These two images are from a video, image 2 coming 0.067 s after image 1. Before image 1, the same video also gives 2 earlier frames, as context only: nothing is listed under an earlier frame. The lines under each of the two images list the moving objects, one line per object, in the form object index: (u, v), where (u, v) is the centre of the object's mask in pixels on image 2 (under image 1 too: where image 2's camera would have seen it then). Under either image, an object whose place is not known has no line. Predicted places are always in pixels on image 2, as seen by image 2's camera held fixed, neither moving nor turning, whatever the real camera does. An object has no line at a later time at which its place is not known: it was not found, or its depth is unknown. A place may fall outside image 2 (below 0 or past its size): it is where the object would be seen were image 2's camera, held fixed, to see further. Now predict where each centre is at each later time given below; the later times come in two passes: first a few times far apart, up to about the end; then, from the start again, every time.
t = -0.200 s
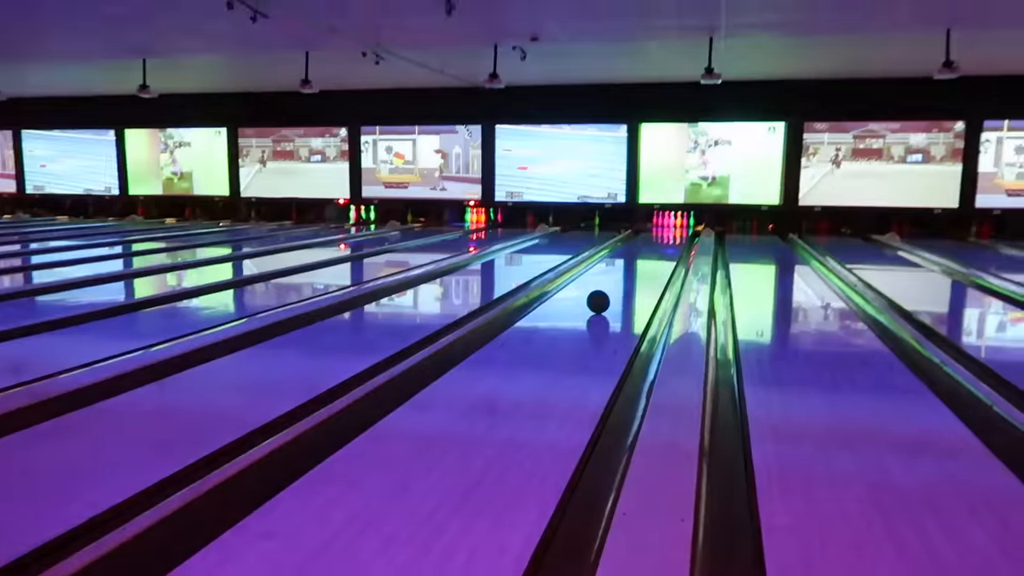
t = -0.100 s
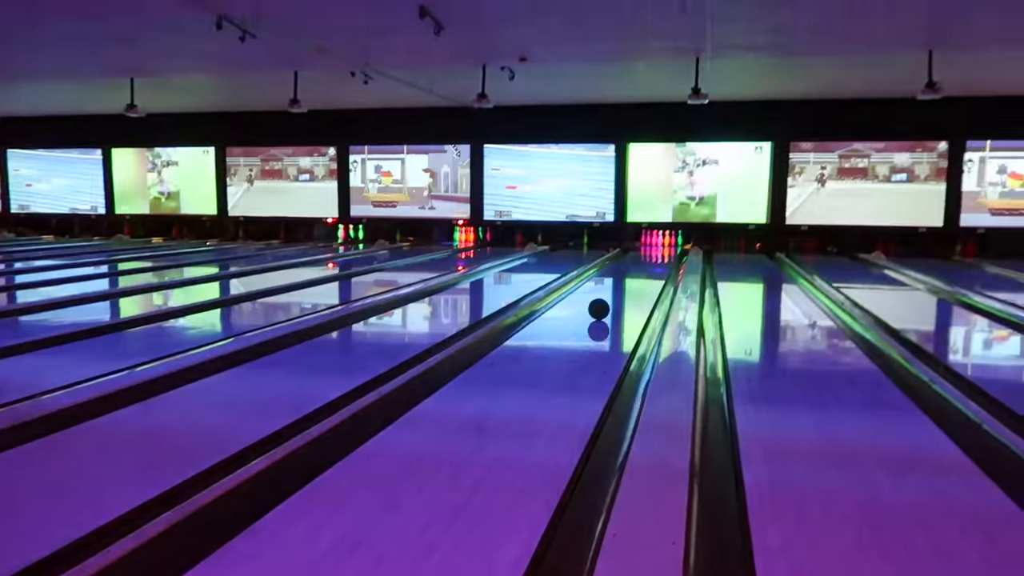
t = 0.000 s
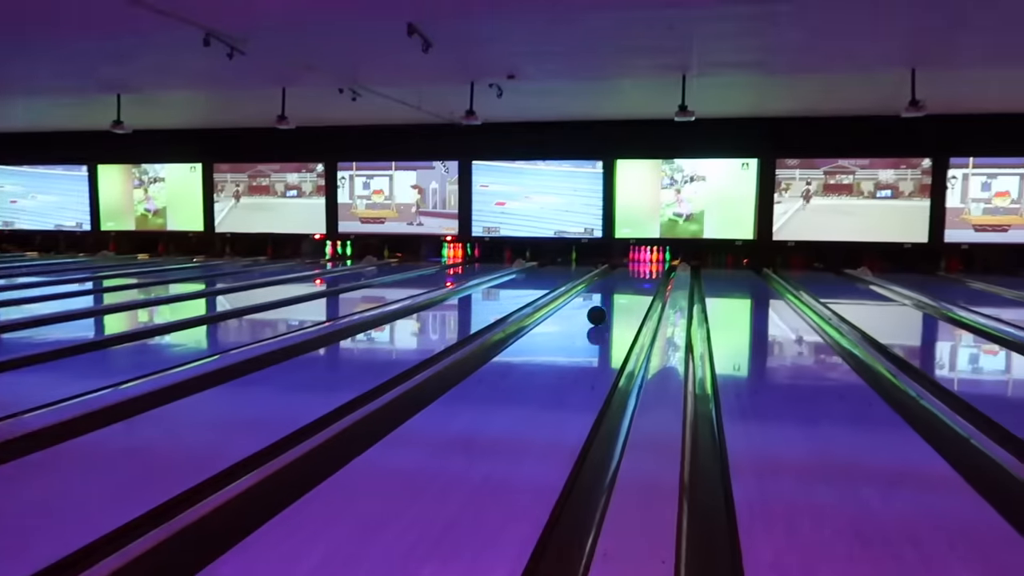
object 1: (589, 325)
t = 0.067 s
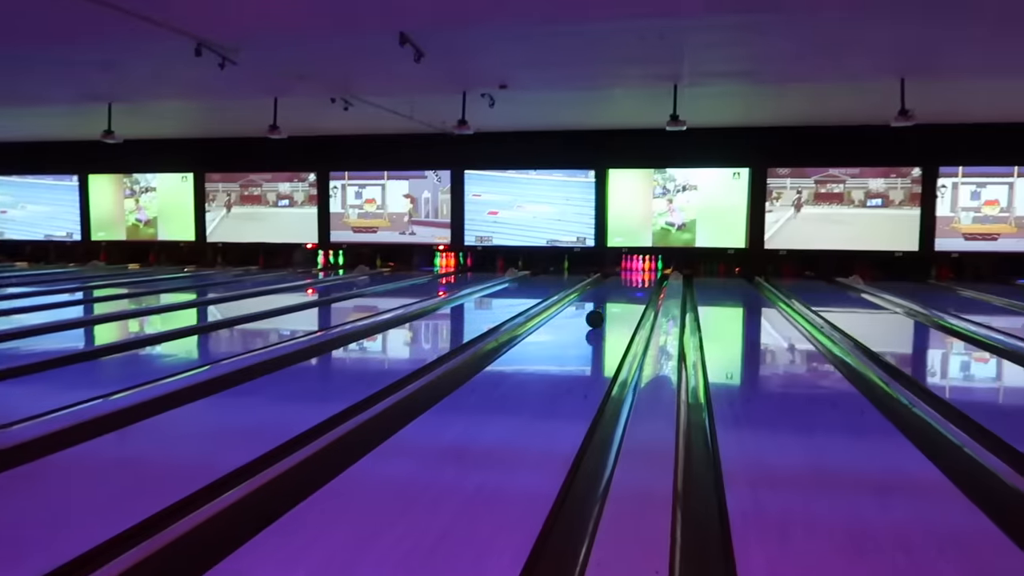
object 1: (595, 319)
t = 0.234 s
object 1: (605, 308)
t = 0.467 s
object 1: (617, 295)
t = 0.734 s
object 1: (627, 285)
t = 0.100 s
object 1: (597, 316)
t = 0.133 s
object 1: (599, 314)
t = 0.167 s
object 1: (602, 312)
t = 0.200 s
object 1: (603, 310)
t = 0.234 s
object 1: (605, 308)
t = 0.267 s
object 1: (607, 306)
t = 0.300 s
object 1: (610, 304)
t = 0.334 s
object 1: (610, 302)
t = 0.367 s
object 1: (612, 300)
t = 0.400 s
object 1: (614, 298)
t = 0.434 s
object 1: (616, 297)
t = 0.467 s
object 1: (617, 295)
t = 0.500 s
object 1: (619, 293)
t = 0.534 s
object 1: (620, 292)
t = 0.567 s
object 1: (622, 290)
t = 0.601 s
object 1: (623, 289)
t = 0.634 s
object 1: (624, 288)
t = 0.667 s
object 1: (625, 287)
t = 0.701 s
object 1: (625, 287)
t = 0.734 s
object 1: (627, 285)
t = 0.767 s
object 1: (628, 284)
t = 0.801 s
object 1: (629, 283)
